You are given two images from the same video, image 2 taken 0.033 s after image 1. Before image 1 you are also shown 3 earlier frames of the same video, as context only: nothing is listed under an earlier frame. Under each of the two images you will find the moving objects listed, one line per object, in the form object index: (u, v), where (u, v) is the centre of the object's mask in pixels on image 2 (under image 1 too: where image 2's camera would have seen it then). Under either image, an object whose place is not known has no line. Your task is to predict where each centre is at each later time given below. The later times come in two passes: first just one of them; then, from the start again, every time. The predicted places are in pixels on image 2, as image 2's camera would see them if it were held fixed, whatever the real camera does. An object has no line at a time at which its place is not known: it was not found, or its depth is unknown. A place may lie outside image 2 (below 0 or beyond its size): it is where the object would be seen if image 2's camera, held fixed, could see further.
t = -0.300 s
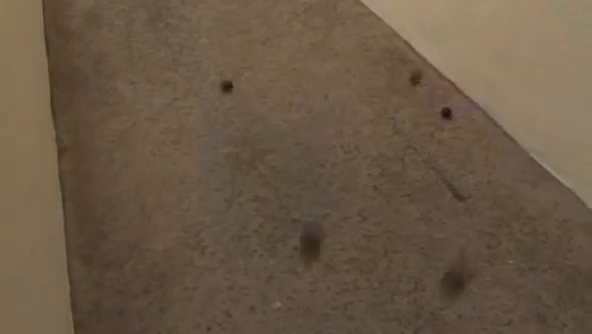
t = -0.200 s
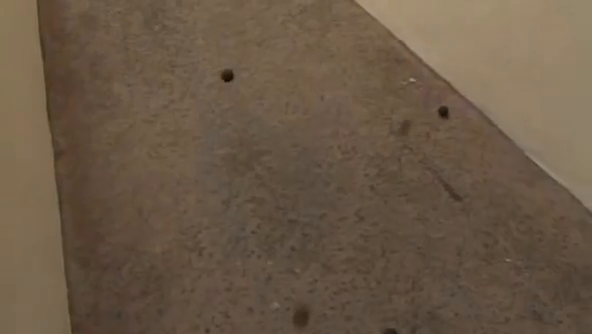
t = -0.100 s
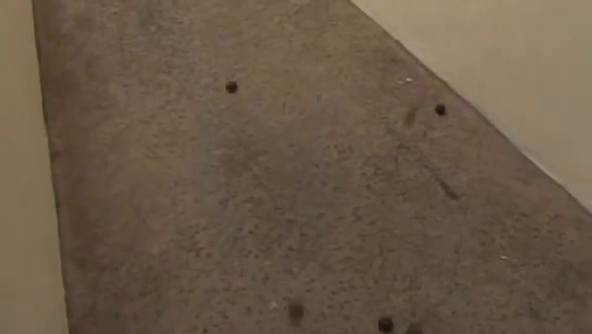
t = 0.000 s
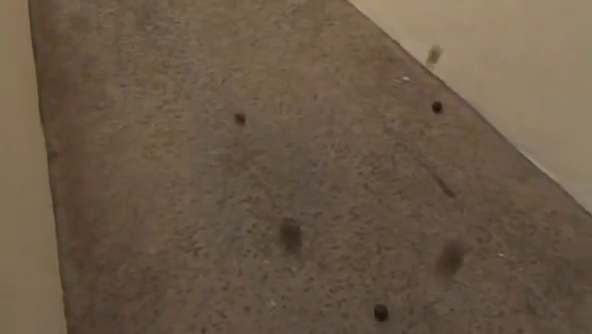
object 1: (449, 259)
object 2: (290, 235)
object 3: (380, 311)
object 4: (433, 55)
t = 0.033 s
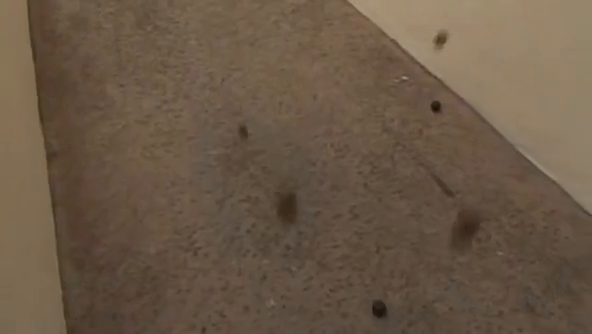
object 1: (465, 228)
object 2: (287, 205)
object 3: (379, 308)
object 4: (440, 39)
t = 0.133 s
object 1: (517, 123)
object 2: (280, 105)
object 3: (375, 299)
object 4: (460, 7)
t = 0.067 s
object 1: (483, 193)
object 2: (284, 169)
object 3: (377, 305)
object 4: (448, 25)
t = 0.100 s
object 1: (498, 160)
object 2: (282, 138)
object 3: (376, 302)
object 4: (454, 15)
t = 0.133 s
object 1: (517, 123)
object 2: (280, 105)
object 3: (375, 299)
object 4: (460, 7)
